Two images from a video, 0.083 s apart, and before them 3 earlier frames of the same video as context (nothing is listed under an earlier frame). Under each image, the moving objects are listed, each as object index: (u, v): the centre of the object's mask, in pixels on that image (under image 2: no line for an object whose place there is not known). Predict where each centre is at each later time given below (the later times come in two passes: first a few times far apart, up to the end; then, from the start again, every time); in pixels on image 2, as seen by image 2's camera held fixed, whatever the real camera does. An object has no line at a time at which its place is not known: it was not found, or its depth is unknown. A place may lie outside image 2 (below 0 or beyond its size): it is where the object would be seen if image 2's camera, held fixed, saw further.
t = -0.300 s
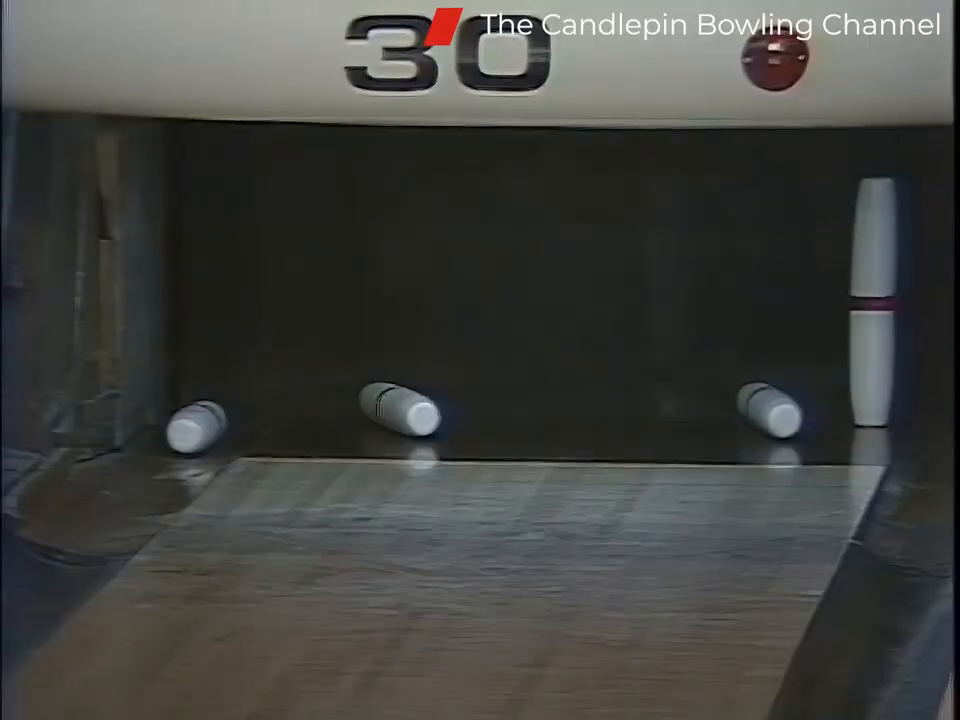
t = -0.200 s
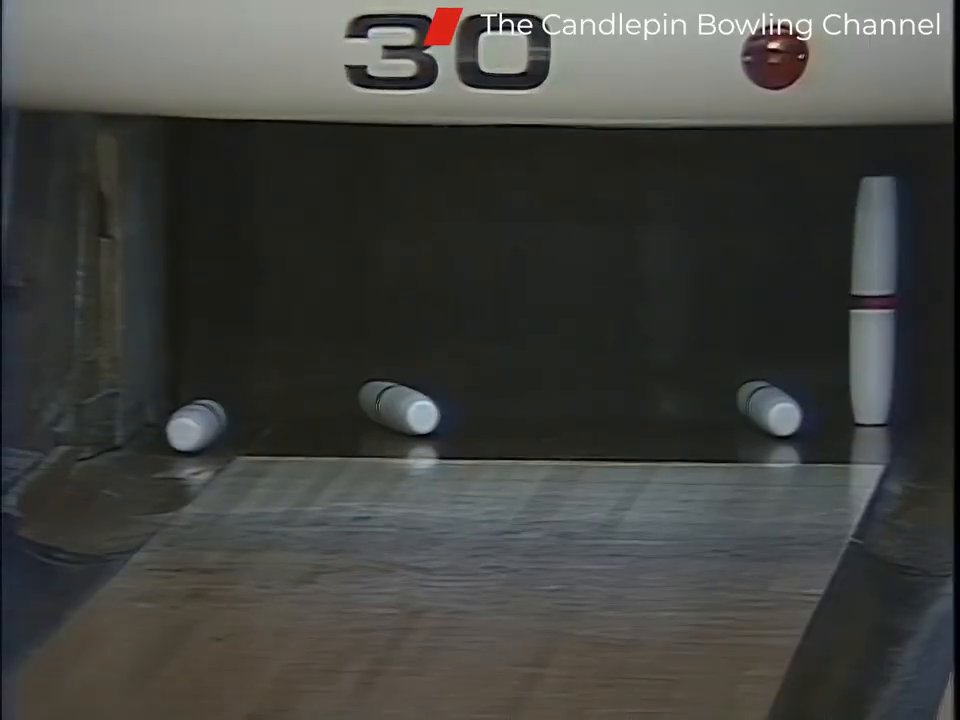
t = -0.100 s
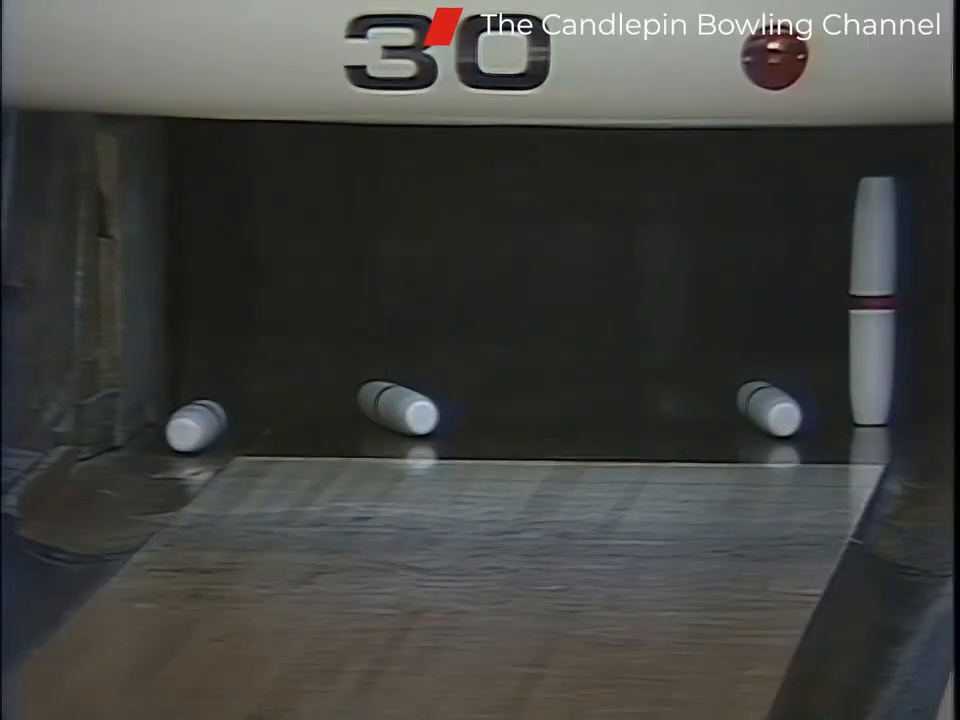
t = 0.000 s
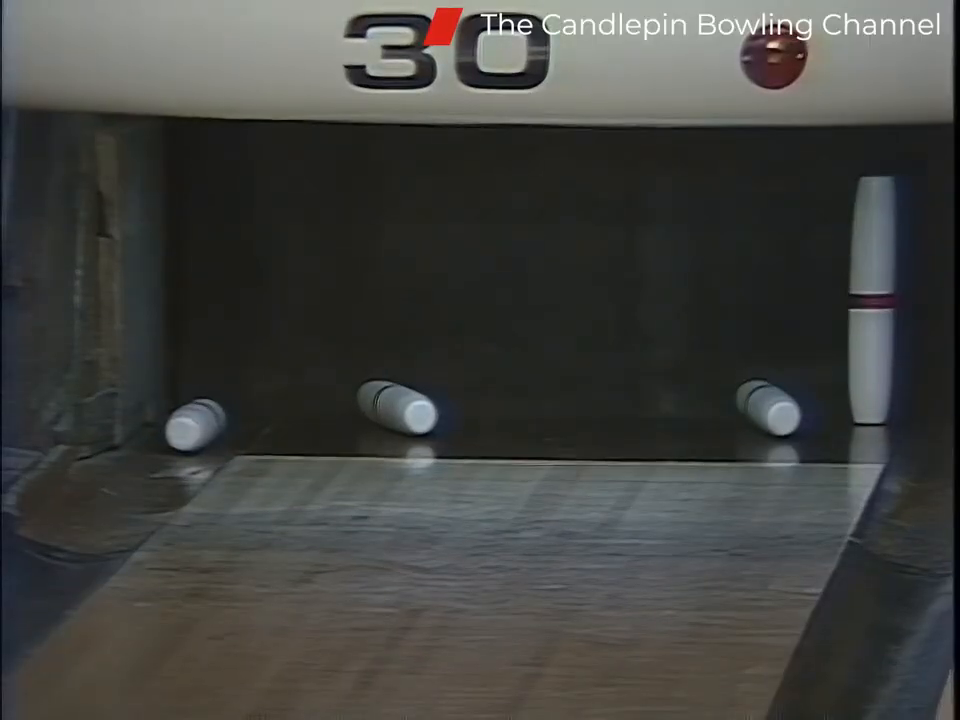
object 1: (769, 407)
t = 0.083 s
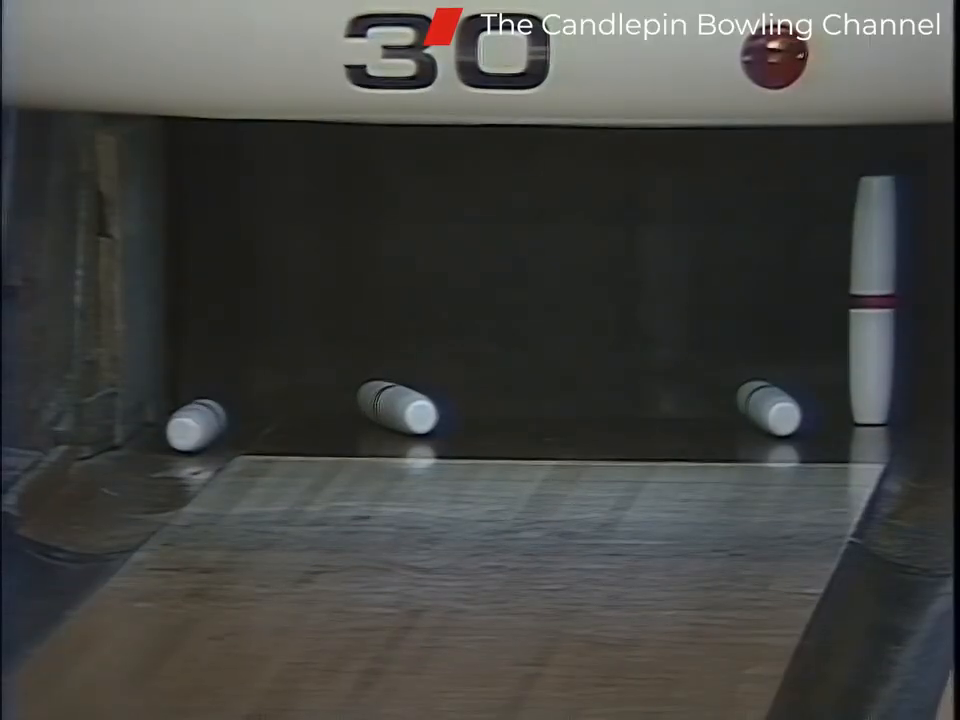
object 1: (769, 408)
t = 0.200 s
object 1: (769, 408)
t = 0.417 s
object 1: (769, 408)
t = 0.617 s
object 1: (727, 406)
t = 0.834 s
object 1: (695, 405)
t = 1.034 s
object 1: (685, 405)
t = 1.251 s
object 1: (686, 404)
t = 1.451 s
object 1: (686, 404)
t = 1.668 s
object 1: (690, 403)
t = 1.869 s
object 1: (688, 405)
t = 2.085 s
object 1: (694, 404)
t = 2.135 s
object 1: (693, 404)
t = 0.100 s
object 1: (769, 408)
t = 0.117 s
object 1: (769, 408)
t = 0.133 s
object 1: (769, 408)
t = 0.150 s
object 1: (769, 408)
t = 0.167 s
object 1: (769, 408)
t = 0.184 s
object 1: (769, 408)
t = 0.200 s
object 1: (769, 408)
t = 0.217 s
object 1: (769, 408)
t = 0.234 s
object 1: (769, 408)
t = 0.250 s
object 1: (769, 408)
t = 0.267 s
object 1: (769, 408)
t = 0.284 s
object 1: (769, 408)
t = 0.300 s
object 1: (769, 408)
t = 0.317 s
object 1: (769, 408)
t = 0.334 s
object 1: (769, 408)
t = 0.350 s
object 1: (769, 408)
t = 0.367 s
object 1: (769, 408)
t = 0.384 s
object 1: (769, 408)
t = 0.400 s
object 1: (768, 406)
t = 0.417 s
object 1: (769, 408)
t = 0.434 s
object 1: (765, 407)
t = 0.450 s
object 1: (767, 408)
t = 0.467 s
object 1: (768, 409)
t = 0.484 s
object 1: (763, 408)
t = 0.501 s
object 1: (758, 409)
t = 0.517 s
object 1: (752, 408)
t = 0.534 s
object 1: (745, 408)
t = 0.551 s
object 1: (741, 407)
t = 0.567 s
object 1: (737, 406)
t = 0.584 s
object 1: (733, 407)
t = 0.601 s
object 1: (730, 407)
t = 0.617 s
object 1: (727, 406)
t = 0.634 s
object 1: (724, 406)
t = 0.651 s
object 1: (721, 406)
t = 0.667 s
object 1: (718, 406)
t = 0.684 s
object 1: (714, 406)
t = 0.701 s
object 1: (711, 406)
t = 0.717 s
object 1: (709, 406)
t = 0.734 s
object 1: (706, 405)
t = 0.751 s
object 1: (704, 405)
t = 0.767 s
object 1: (702, 405)
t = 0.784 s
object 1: (700, 405)
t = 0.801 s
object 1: (698, 405)
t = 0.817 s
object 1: (698, 405)
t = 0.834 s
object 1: (695, 405)
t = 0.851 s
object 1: (695, 405)
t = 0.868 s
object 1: (693, 404)
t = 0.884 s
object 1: (692, 405)
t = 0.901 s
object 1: (691, 405)
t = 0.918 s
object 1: (689, 404)
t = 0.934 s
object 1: (689, 405)
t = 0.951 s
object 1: (688, 404)
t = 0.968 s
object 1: (689, 404)
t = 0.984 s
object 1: (689, 405)
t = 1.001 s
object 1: (687, 405)
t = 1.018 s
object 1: (690, 405)
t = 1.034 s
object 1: (685, 405)
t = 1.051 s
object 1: (684, 405)
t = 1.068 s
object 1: (684, 404)
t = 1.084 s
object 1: (684, 404)
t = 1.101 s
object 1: (684, 405)
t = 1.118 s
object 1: (684, 404)
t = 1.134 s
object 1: (685, 404)
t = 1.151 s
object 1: (684, 404)
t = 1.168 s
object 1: (685, 404)
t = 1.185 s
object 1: (685, 404)
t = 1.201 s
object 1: (685, 404)
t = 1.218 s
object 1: (685, 404)
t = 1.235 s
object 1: (685, 404)
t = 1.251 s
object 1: (686, 404)
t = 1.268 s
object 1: (686, 404)
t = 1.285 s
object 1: (686, 404)
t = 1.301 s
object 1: (686, 404)
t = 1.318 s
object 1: (686, 404)
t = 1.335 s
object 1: (686, 404)
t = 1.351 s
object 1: (687, 404)
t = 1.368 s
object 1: (686, 404)
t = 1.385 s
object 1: (686, 404)
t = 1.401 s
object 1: (686, 404)
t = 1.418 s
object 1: (686, 404)
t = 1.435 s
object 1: (686, 404)
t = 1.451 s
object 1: (686, 404)
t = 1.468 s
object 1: (687, 404)
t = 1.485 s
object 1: (687, 404)
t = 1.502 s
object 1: (688, 404)
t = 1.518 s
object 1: (688, 404)
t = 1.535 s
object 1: (688, 404)
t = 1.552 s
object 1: (688, 404)
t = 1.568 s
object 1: (688, 404)
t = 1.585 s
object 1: (689, 404)
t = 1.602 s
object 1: (689, 404)
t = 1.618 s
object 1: (688, 404)
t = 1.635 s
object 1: (688, 404)
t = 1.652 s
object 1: (689, 404)
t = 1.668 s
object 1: (690, 403)
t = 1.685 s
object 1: (690, 404)
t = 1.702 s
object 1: (691, 404)
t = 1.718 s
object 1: (691, 404)
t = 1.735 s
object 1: (691, 404)
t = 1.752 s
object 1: (690, 404)
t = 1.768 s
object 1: (691, 404)
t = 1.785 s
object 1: (691, 404)
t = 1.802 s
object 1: (691, 405)
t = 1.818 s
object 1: (691, 405)
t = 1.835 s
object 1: (689, 406)
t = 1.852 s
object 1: (687, 405)
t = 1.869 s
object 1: (688, 405)
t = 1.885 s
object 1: (688, 405)
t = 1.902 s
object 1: (688, 404)
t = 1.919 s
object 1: (688, 404)
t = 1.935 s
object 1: (690, 404)
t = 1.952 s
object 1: (690, 404)
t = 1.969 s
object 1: (691, 404)
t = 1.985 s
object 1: (691, 404)
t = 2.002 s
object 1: (692, 404)
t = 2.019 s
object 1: (692, 404)
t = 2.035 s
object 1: (692, 404)
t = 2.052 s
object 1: (693, 404)
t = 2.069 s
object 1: (694, 404)
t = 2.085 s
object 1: (694, 404)
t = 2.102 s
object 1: (693, 404)
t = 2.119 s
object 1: (693, 404)
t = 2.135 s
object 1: (693, 404)
